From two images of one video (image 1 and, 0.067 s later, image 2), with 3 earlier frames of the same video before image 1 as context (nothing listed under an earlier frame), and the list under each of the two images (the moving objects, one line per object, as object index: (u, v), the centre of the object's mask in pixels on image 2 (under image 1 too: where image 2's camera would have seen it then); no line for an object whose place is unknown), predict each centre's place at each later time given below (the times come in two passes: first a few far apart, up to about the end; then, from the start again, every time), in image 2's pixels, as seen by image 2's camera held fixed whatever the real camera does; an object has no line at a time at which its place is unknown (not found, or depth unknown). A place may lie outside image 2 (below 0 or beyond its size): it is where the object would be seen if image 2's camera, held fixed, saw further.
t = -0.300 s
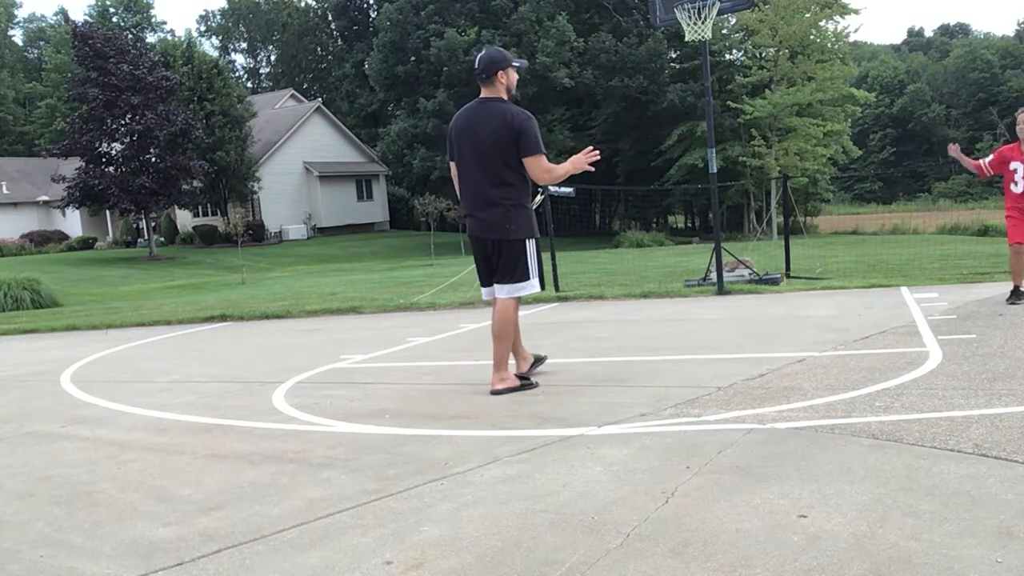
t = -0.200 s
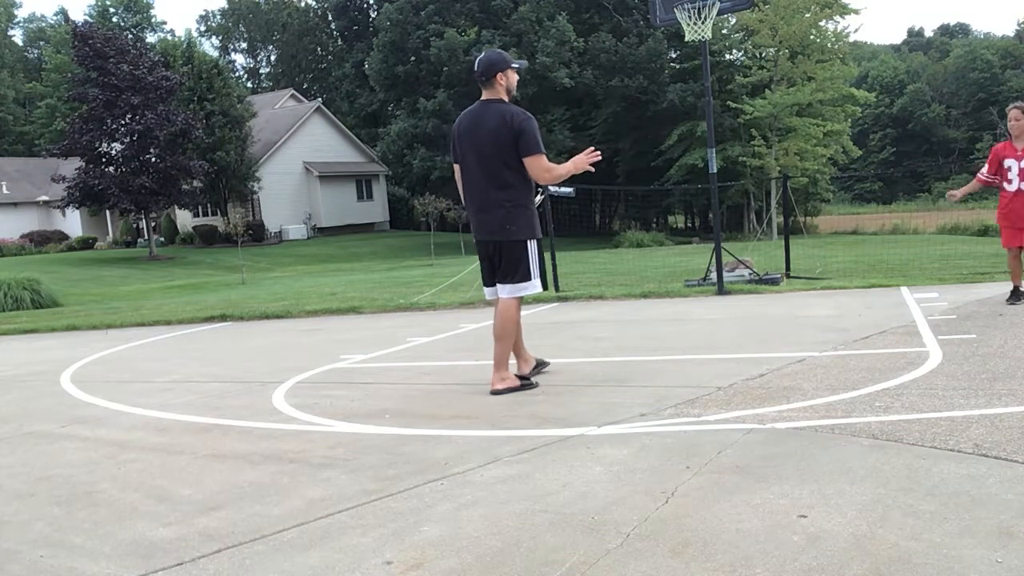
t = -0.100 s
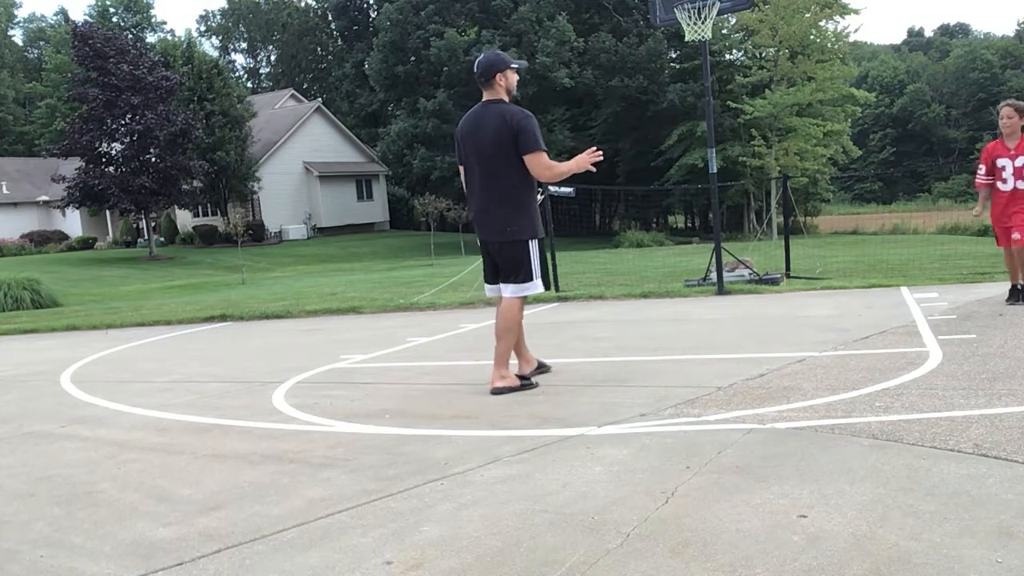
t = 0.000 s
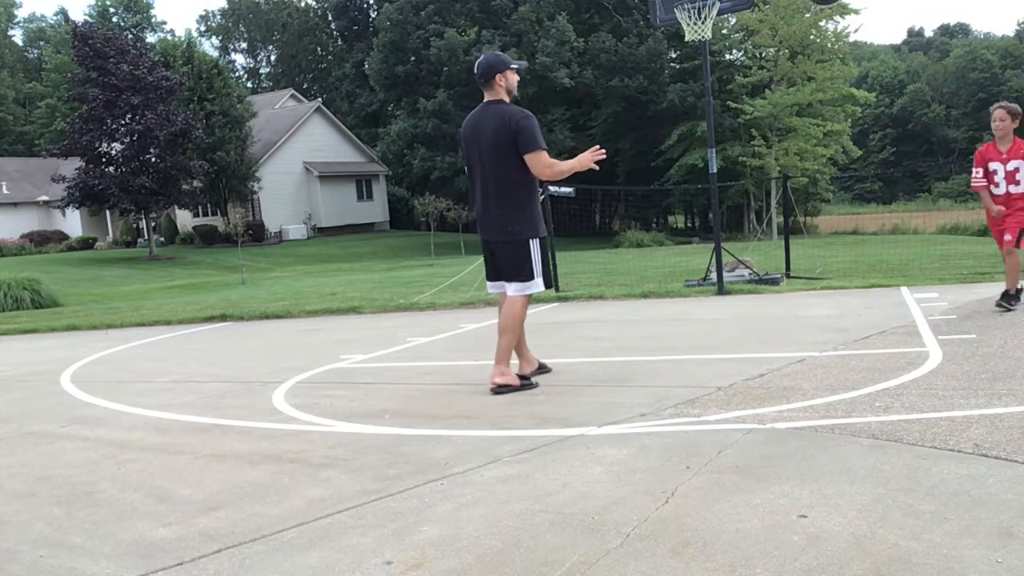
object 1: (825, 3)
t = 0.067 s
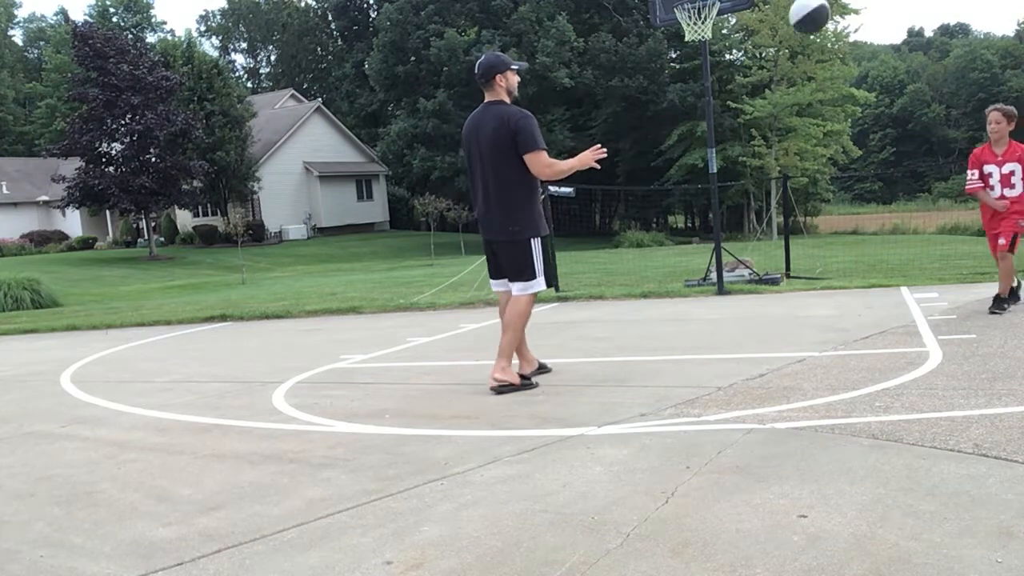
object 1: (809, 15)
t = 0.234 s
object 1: (770, 113)
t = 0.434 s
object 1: (723, 295)
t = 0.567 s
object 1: (680, 254)
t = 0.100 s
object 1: (801, 30)
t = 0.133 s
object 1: (793, 48)
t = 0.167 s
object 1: (786, 69)
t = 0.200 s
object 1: (777, 89)
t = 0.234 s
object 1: (770, 113)
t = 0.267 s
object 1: (762, 139)
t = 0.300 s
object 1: (754, 167)
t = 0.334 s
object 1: (746, 196)
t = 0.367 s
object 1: (738, 227)
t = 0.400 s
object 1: (731, 261)
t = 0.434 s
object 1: (723, 295)
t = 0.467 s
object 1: (716, 332)
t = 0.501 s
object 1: (705, 316)
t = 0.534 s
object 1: (691, 284)
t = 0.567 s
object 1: (680, 254)
